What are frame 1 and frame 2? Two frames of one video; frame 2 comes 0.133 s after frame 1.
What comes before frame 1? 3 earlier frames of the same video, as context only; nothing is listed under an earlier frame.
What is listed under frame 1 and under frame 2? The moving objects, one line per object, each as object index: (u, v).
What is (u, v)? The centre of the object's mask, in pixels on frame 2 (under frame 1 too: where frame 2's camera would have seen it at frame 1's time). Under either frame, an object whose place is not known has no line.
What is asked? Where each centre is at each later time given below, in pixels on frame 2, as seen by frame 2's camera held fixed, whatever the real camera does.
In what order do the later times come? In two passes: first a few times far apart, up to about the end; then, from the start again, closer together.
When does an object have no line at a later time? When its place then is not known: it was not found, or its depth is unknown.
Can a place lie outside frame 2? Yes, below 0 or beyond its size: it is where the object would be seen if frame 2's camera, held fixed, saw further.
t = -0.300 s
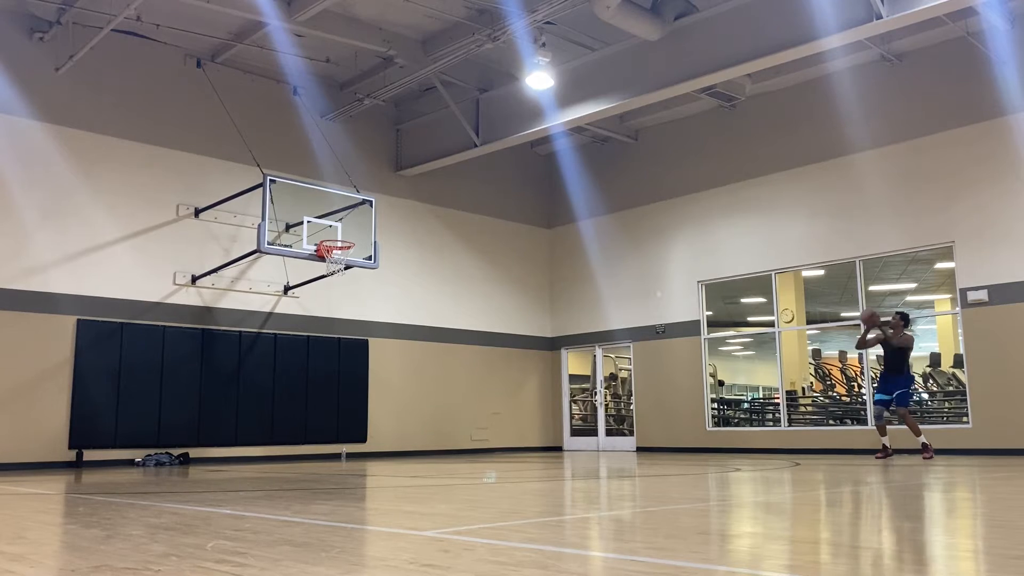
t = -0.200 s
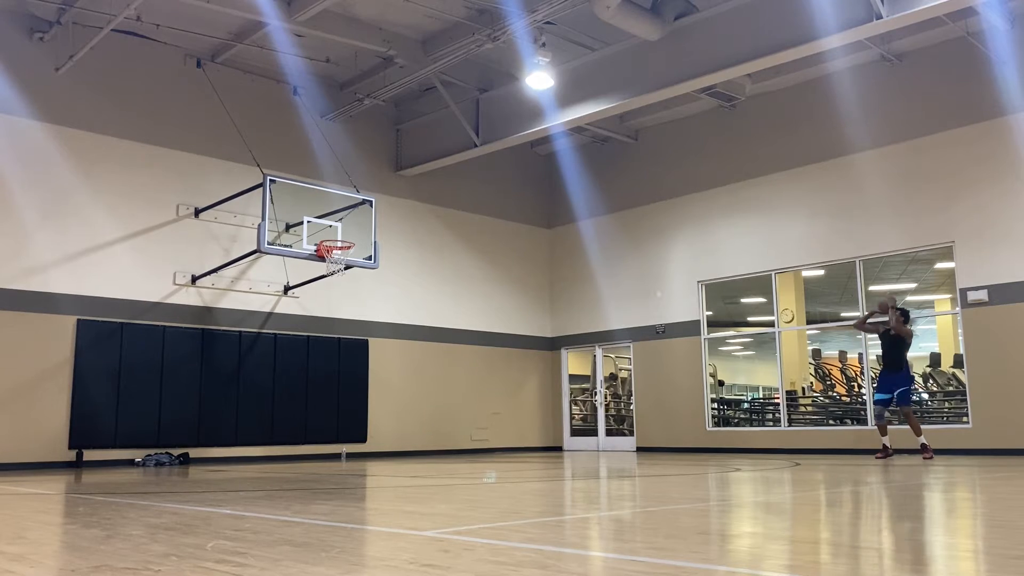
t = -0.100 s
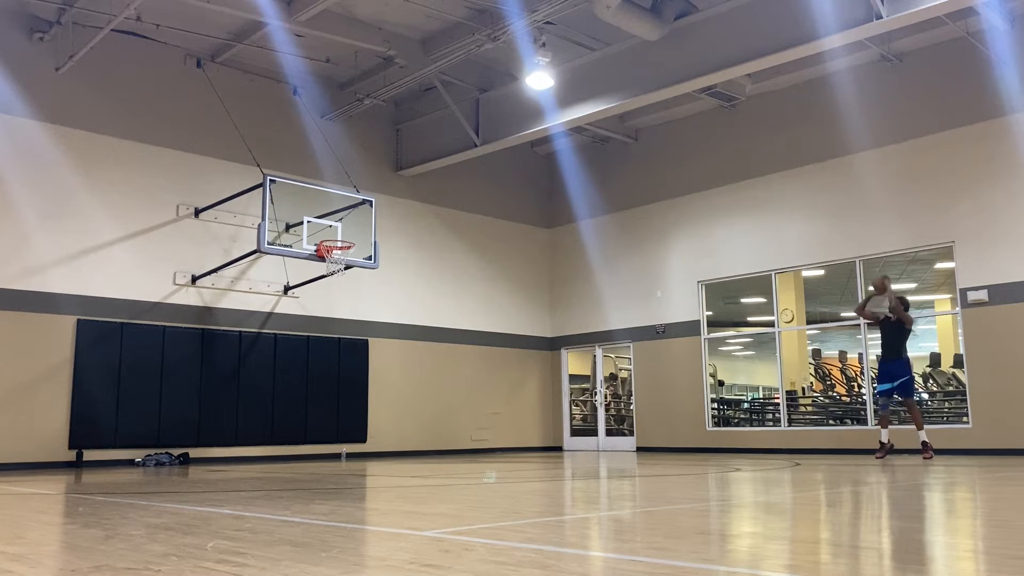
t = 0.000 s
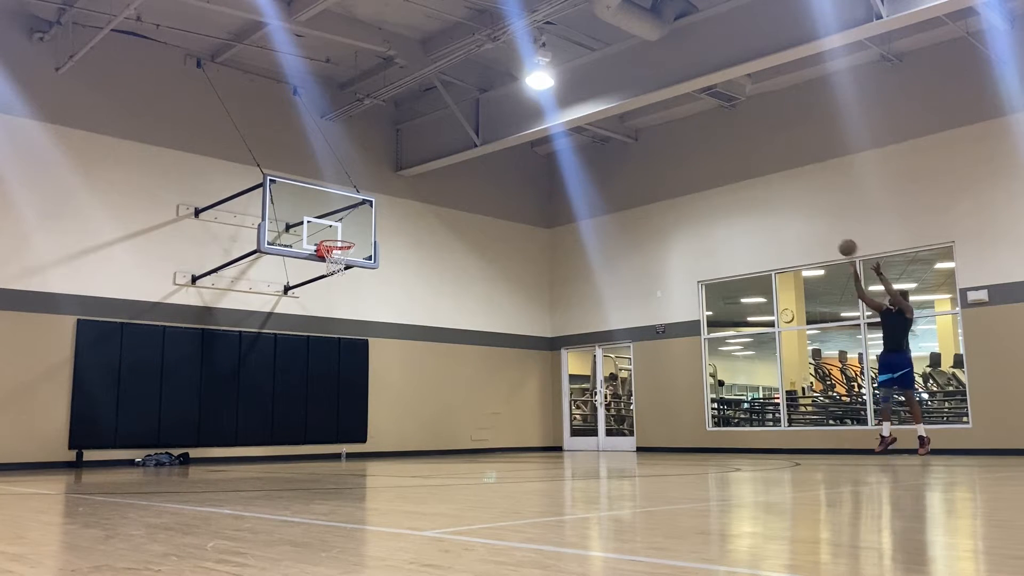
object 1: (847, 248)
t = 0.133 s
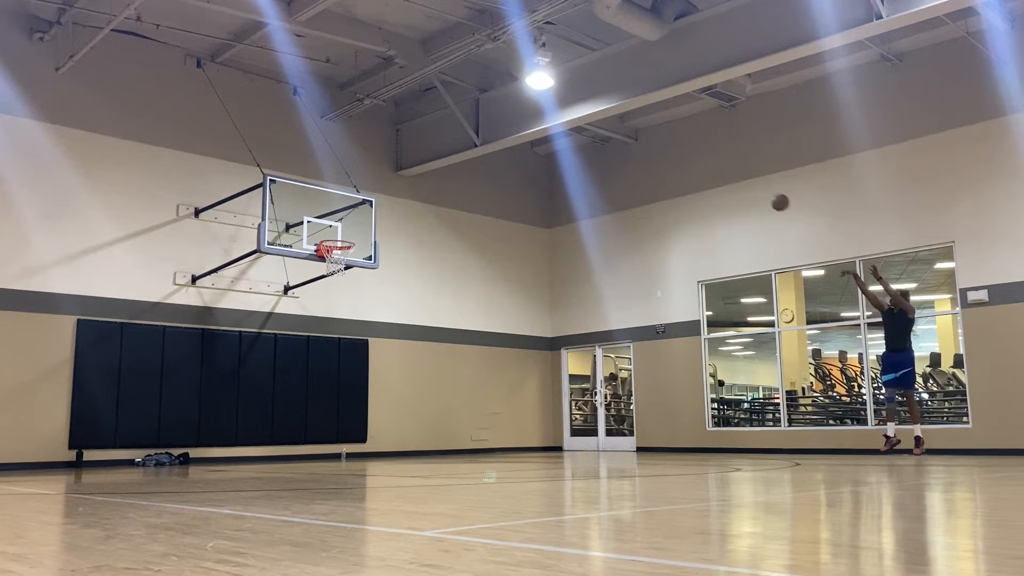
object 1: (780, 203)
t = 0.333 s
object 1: (684, 159)
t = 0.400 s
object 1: (654, 150)
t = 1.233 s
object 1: (317, 261)
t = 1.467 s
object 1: (293, 305)
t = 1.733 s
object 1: (263, 402)
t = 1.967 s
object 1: (257, 412)
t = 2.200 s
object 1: (274, 353)
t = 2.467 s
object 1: (291, 335)
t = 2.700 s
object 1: (304, 360)
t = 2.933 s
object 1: (317, 425)
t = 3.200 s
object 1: (331, 406)
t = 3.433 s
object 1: (344, 379)
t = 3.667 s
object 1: (355, 393)
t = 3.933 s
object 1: (366, 455)
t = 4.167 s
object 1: (379, 411)
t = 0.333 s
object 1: (684, 159)
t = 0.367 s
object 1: (669, 154)
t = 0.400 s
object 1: (654, 150)
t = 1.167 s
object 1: (332, 250)
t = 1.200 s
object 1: (321, 258)
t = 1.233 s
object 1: (317, 261)
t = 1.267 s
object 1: (314, 264)
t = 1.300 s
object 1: (310, 270)
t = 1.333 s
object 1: (307, 275)
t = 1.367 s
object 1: (304, 282)
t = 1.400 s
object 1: (300, 289)
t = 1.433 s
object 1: (296, 297)
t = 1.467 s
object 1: (293, 305)
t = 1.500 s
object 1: (289, 315)
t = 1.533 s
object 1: (286, 325)
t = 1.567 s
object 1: (282, 336)
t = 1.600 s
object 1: (278, 347)
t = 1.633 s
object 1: (274, 360)
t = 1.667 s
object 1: (271, 373)
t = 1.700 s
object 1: (266, 387)
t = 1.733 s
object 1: (263, 402)
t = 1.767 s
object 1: (258, 418)
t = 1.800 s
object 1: (254, 434)
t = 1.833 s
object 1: (250, 451)
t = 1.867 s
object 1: (250, 450)
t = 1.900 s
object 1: (252, 436)
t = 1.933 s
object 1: (255, 423)
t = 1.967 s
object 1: (257, 412)
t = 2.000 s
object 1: (260, 400)
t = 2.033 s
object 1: (262, 390)
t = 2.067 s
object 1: (265, 381)
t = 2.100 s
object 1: (267, 373)
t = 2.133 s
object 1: (269, 366)
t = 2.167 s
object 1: (271, 359)
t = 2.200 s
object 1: (274, 353)
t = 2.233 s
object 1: (276, 348)
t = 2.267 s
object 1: (278, 344)
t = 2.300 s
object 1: (280, 341)
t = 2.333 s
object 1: (283, 338)
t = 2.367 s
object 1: (284, 336)
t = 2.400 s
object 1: (286, 335)
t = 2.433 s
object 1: (289, 335)
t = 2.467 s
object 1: (291, 335)
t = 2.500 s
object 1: (293, 336)
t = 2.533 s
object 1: (295, 338)
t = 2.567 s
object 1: (297, 341)
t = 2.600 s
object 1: (299, 345)
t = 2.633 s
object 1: (300, 349)
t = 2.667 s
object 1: (302, 354)
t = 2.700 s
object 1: (304, 360)
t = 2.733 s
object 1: (306, 367)
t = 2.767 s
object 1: (308, 375)
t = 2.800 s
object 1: (310, 383)
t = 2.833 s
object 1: (312, 393)
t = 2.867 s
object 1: (314, 403)
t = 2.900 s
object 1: (316, 414)
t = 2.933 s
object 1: (317, 425)
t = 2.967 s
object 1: (319, 437)
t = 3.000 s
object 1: (320, 451)
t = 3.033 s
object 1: (322, 451)
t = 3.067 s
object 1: (324, 440)
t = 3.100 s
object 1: (326, 430)
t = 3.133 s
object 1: (328, 421)
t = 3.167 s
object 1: (330, 413)
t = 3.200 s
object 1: (331, 406)
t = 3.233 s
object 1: (333, 400)
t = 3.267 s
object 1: (335, 395)
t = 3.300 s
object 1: (337, 390)
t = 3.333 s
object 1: (338, 386)
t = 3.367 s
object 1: (340, 383)
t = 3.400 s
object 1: (342, 381)
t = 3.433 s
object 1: (344, 379)
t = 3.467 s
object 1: (345, 379)
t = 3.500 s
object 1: (347, 379)
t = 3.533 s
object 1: (348, 380)
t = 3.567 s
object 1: (350, 382)
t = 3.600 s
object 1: (352, 385)
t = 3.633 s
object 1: (353, 388)
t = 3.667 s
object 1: (355, 393)
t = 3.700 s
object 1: (356, 398)
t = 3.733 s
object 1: (358, 404)
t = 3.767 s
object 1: (359, 411)
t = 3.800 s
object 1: (361, 418)
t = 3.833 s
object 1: (362, 427)
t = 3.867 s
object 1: (364, 436)
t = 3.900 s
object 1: (365, 447)
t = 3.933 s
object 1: (366, 455)
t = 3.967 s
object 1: (368, 447)
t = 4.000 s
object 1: (370, 438)
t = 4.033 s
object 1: (372, 431)
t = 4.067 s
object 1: (374, 425)
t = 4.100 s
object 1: (375, 419)
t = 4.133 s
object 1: (377, 415)
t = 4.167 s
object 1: (379, 411)
